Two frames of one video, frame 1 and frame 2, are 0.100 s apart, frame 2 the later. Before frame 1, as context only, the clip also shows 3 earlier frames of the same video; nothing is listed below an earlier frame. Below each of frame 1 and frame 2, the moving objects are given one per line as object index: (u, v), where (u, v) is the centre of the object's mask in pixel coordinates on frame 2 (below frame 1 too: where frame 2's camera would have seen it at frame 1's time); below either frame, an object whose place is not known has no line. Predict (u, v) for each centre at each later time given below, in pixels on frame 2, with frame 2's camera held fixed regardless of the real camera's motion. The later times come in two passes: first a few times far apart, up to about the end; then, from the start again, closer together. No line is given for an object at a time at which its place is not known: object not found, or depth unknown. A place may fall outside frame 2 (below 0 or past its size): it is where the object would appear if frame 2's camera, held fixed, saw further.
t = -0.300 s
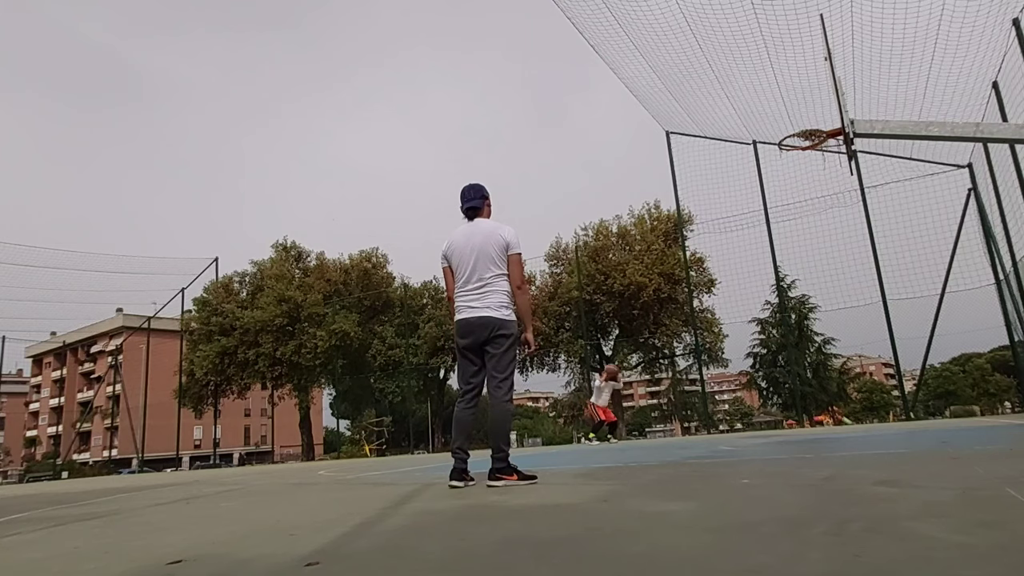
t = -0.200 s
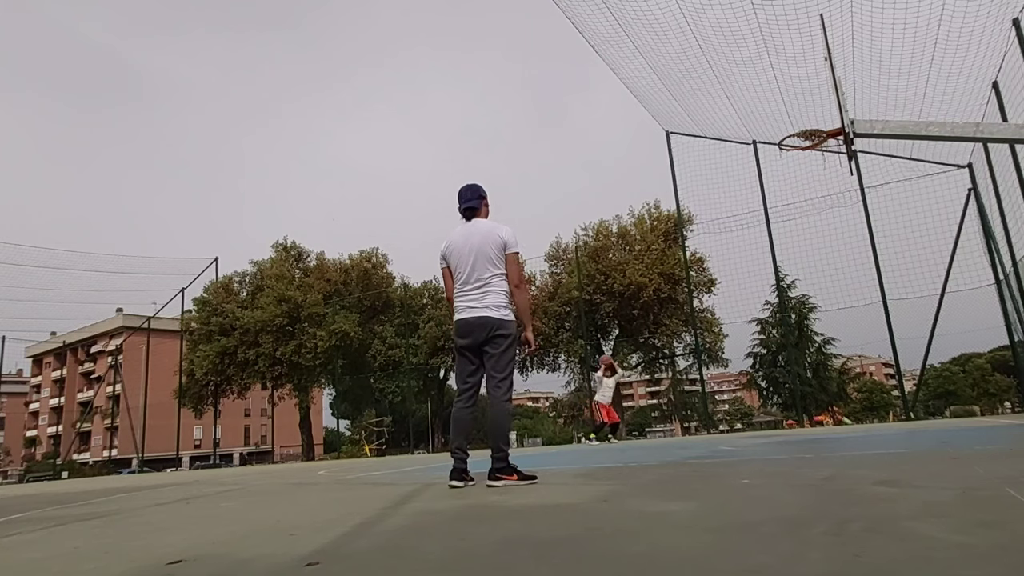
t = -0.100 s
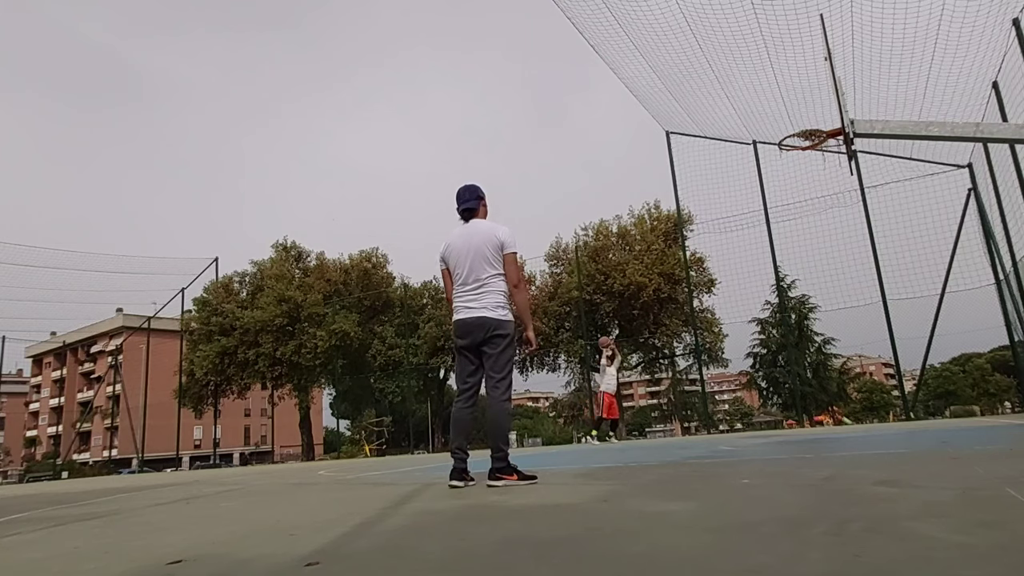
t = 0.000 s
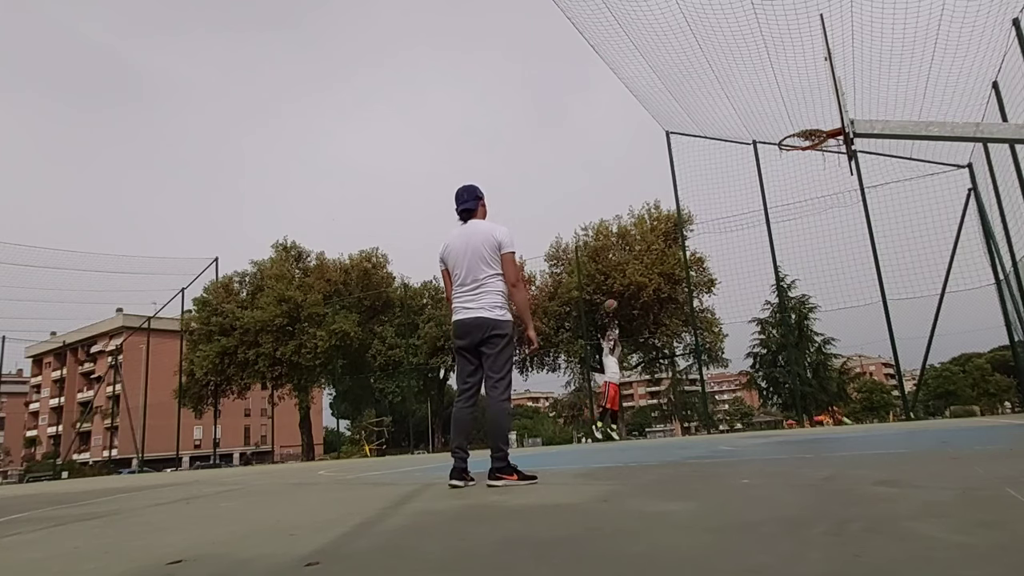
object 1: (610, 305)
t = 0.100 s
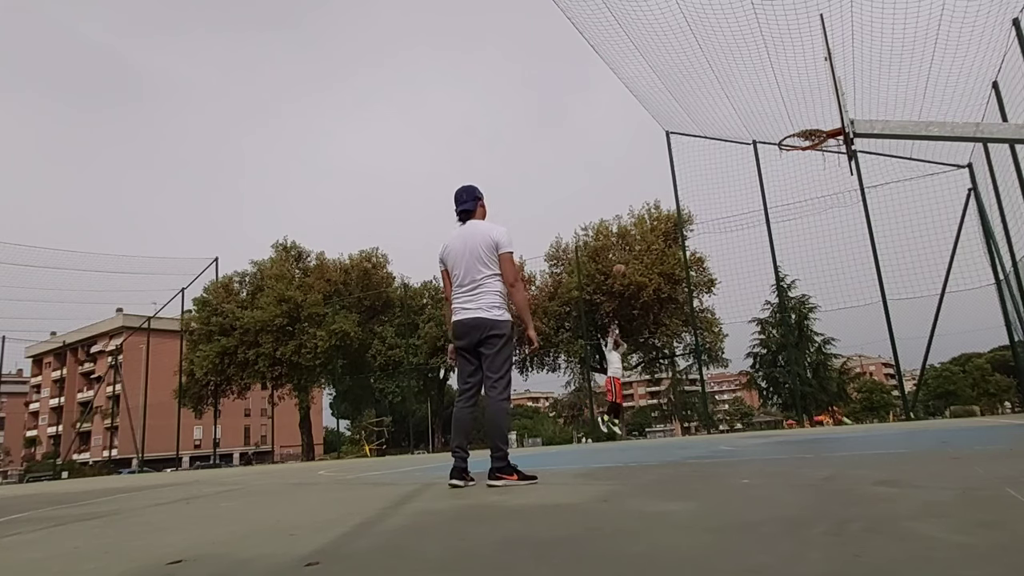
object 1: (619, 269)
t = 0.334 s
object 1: (644, 200)
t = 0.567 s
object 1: (680, 147)
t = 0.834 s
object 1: (738, 116)
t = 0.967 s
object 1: (779, 118)
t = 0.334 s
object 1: (644, 200)
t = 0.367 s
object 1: (649, 191)
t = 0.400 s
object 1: (653, 182)
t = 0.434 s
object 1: (658, 174)
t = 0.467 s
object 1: (663, 167)
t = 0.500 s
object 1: (668, 160)
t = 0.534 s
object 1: (674, 153)
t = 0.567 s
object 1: (680, 147)
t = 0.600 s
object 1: (686, 141)
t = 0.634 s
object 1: (692, 136)
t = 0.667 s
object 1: (699, 131)
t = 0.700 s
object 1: (706, 127)
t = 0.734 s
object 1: (713, 123)
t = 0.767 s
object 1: (721, 120)
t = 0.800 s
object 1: (729, 118)
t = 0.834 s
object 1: (738, 116)
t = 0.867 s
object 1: (747, 115)
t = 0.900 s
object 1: (757, 115)
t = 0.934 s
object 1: (768, 116)
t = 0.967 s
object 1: (779, 118)
